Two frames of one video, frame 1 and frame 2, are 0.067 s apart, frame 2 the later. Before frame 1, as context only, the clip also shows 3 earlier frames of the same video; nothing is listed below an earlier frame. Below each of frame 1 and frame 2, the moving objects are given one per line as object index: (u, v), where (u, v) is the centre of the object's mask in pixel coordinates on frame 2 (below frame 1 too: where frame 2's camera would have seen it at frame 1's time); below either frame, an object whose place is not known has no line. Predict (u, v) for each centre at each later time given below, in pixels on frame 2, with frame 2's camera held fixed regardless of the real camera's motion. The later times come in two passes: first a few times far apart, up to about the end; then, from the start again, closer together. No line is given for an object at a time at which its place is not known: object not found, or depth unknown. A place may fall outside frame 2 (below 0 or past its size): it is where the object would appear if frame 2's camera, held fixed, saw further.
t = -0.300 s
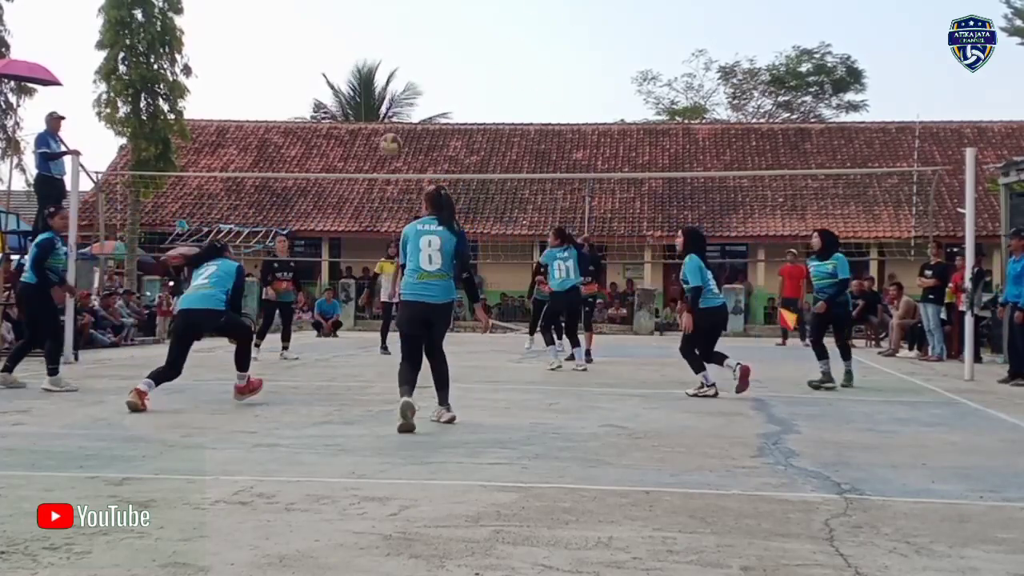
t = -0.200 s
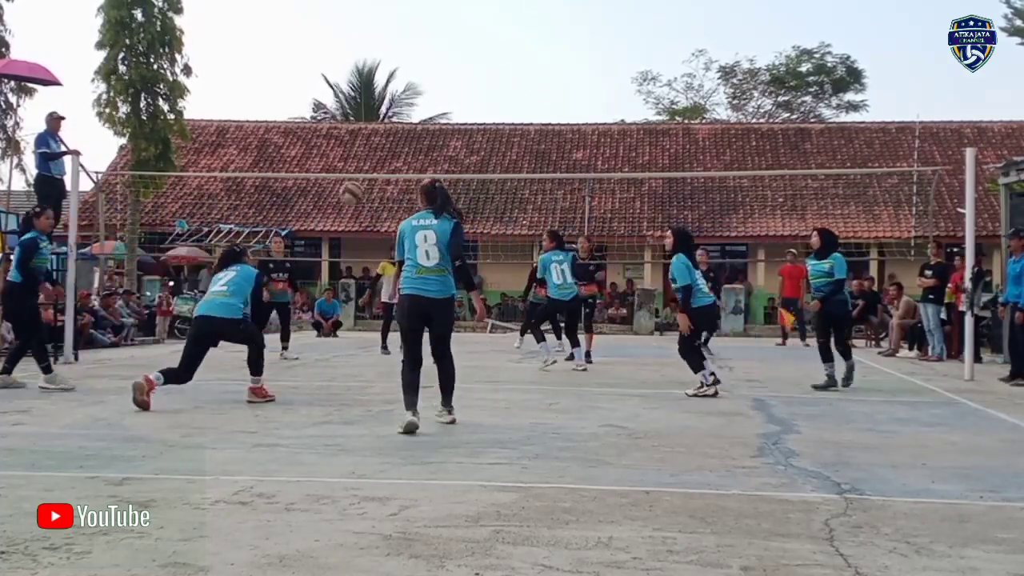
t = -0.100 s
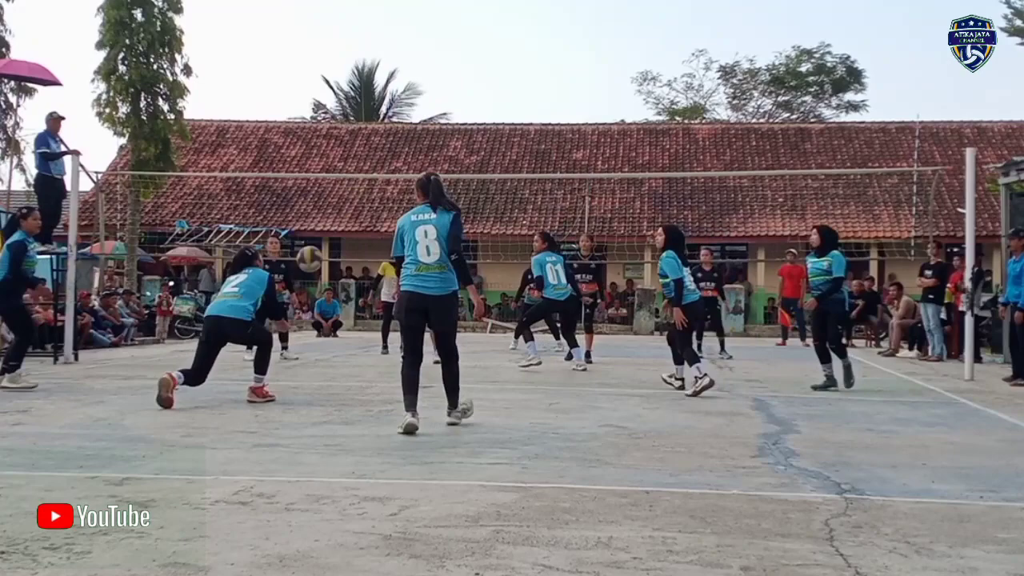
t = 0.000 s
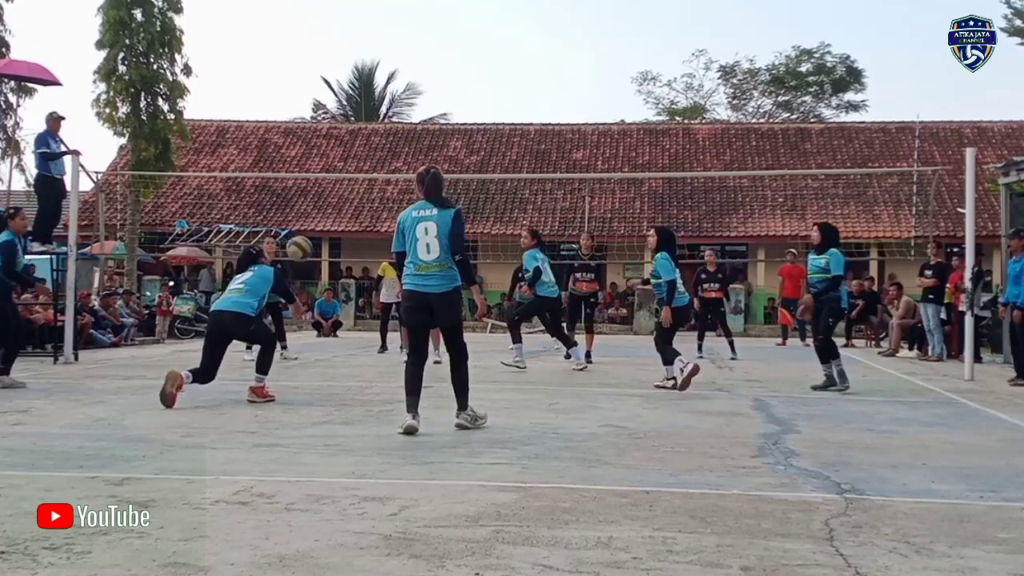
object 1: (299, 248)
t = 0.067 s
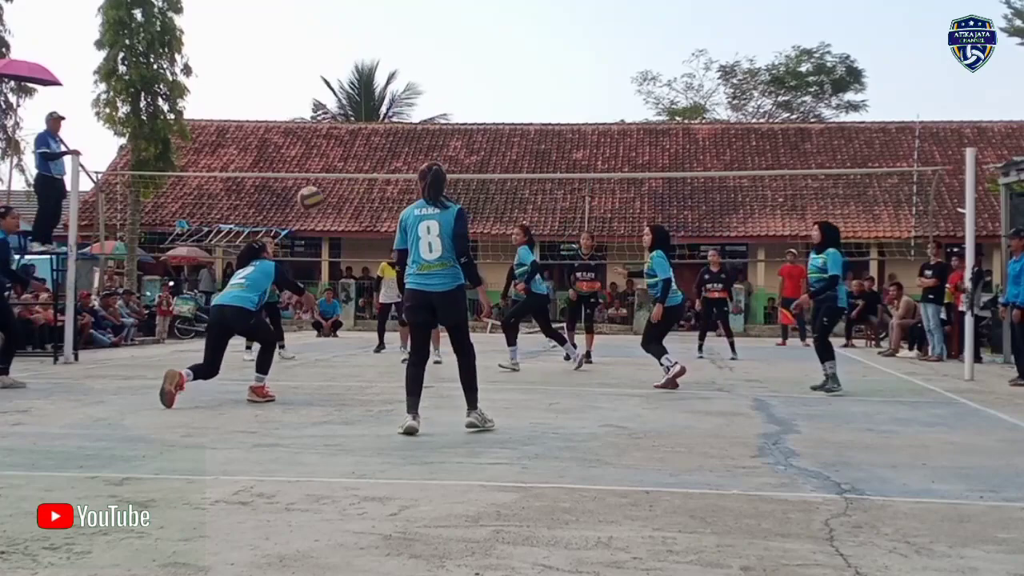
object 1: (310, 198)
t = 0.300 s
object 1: (344, 71)
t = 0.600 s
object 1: (382, 8)
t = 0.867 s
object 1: (412, 33)
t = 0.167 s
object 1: (324, 136)
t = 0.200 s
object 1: (330, 115)
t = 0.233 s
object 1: (335, 100)
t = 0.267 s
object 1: (340, 85)
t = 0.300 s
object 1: (344, 71)
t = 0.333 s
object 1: (349, 59)
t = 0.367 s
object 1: (353, 47)
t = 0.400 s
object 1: (358, 37)
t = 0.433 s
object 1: (362, 29)
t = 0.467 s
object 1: (366, 22)
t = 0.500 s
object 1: (370, 16)
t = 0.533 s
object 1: (374, 12)
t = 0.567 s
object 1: (378, 10)
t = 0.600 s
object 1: (382, 8)
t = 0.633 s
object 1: (386, 8)
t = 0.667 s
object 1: (390, 8)
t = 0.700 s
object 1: (394, 9)
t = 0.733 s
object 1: (397, 11)
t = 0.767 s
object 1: (401, 15)
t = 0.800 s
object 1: (405, 20)
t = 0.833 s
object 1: (408, 26)
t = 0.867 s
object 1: (412, 33)
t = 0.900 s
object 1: (415, 42)
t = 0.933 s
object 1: (419, 51)
